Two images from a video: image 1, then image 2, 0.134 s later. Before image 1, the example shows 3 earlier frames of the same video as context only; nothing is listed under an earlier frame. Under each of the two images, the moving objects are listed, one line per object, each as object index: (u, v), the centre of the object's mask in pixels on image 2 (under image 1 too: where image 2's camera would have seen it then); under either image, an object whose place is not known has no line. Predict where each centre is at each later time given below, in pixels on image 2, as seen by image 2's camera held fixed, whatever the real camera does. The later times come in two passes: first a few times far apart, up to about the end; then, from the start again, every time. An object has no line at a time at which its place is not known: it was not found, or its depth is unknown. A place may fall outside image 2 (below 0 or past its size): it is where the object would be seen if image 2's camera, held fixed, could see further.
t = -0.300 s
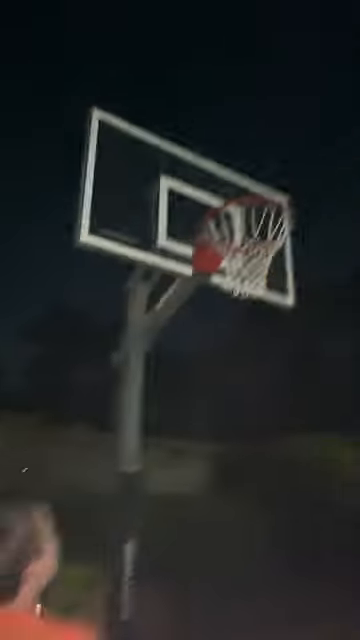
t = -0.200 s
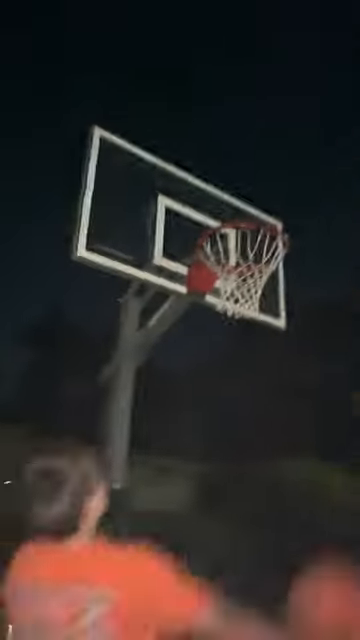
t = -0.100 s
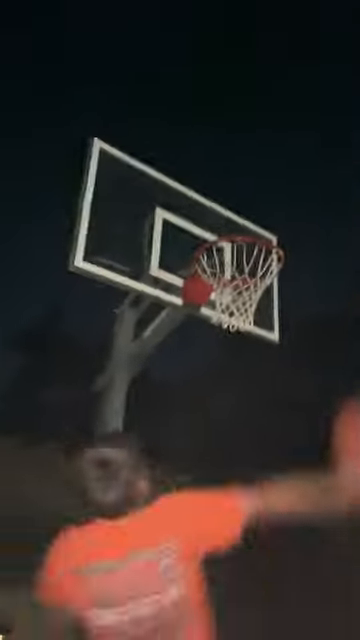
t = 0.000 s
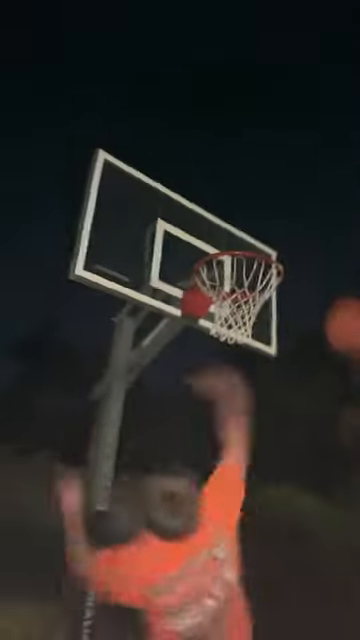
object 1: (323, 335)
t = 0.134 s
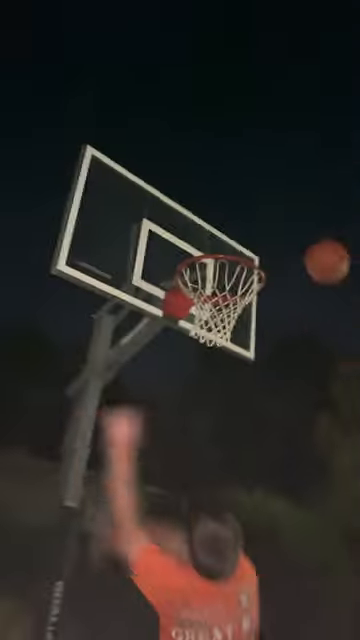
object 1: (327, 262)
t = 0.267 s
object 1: (325, 235)
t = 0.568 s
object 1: (322, 256)
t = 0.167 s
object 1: (326, 252)
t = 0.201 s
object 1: (326, 244)
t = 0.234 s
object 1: (325, 239)
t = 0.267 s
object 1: (325, 235)
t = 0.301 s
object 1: (324, 233)
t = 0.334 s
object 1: (324, 232)
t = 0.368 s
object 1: (324, 233)
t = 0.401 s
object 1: (324, 234)
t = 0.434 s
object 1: (323, 236)
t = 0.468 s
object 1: (322, 240)
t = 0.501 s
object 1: (321, 244)
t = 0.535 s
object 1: (322, 249)
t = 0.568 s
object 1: (322, 256)
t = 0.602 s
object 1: (321, 262)
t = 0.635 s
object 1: (321, 269)
